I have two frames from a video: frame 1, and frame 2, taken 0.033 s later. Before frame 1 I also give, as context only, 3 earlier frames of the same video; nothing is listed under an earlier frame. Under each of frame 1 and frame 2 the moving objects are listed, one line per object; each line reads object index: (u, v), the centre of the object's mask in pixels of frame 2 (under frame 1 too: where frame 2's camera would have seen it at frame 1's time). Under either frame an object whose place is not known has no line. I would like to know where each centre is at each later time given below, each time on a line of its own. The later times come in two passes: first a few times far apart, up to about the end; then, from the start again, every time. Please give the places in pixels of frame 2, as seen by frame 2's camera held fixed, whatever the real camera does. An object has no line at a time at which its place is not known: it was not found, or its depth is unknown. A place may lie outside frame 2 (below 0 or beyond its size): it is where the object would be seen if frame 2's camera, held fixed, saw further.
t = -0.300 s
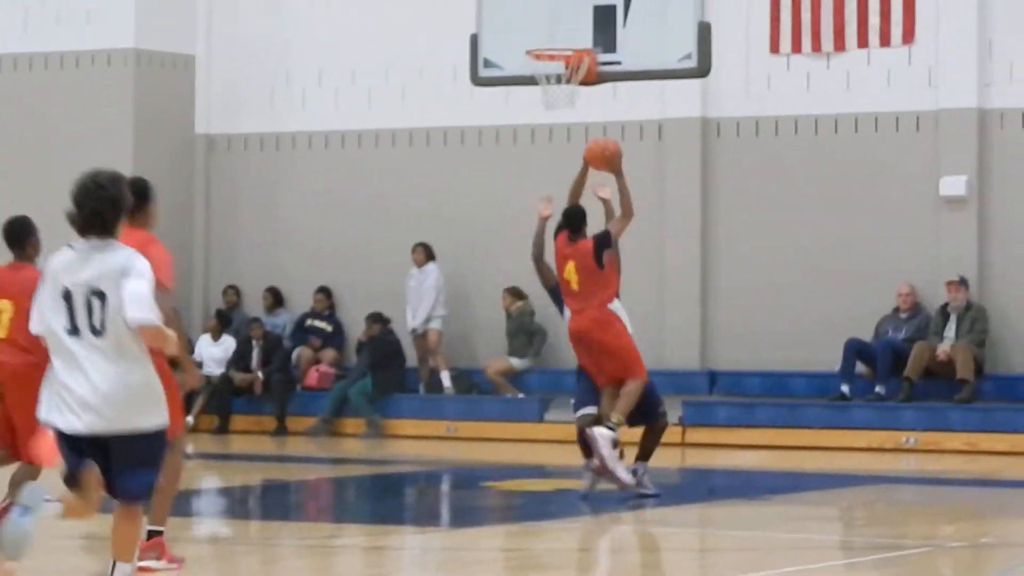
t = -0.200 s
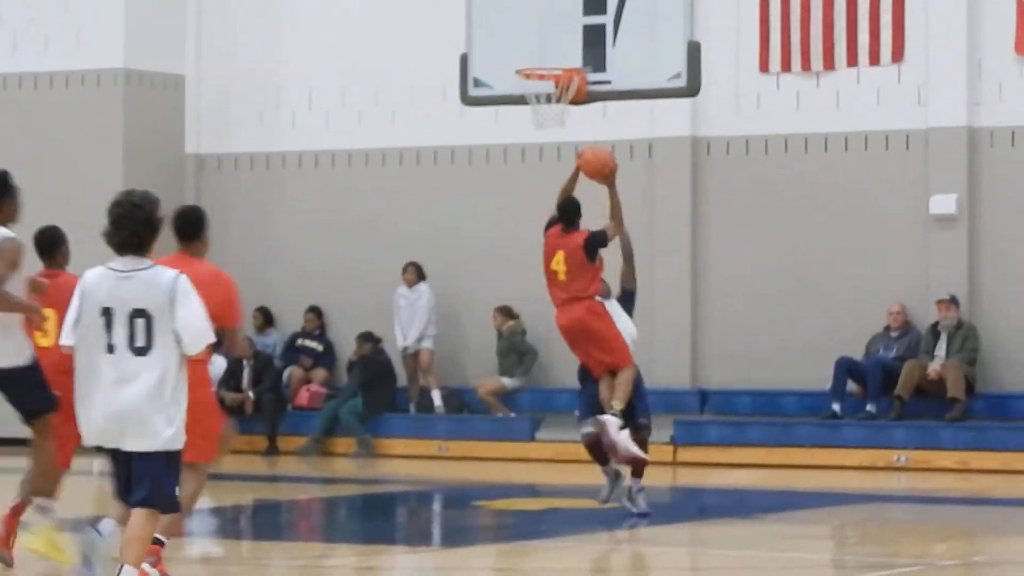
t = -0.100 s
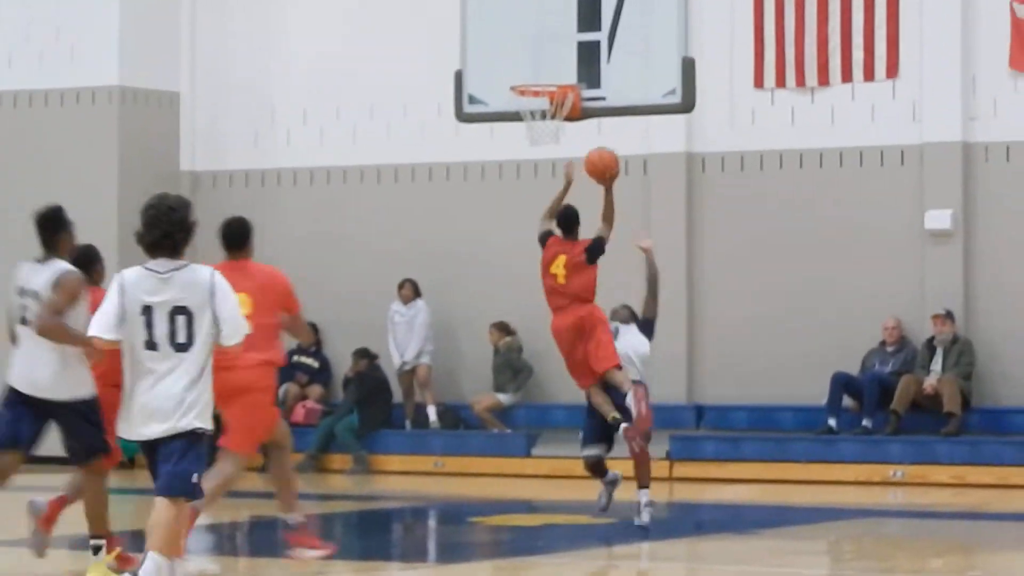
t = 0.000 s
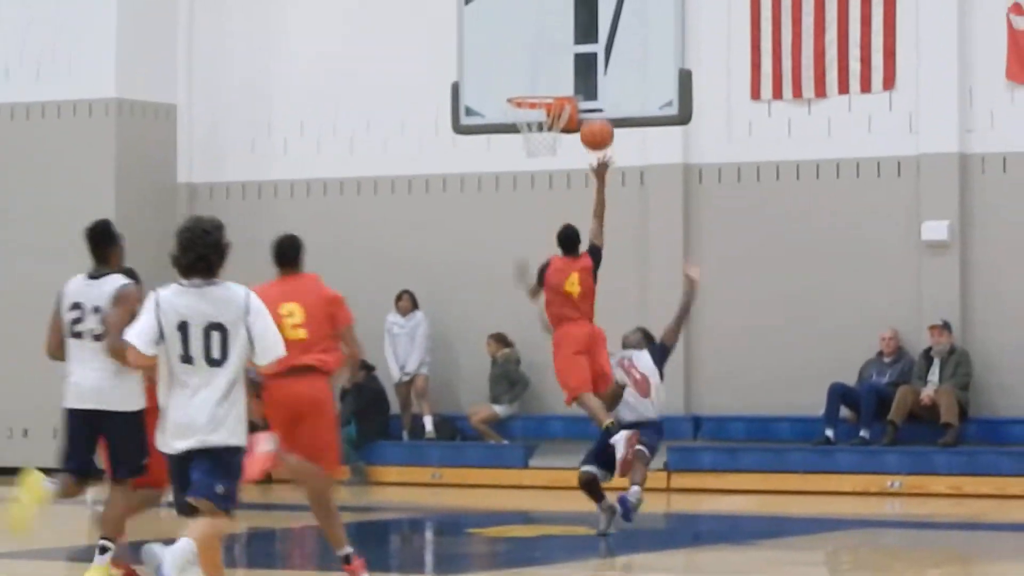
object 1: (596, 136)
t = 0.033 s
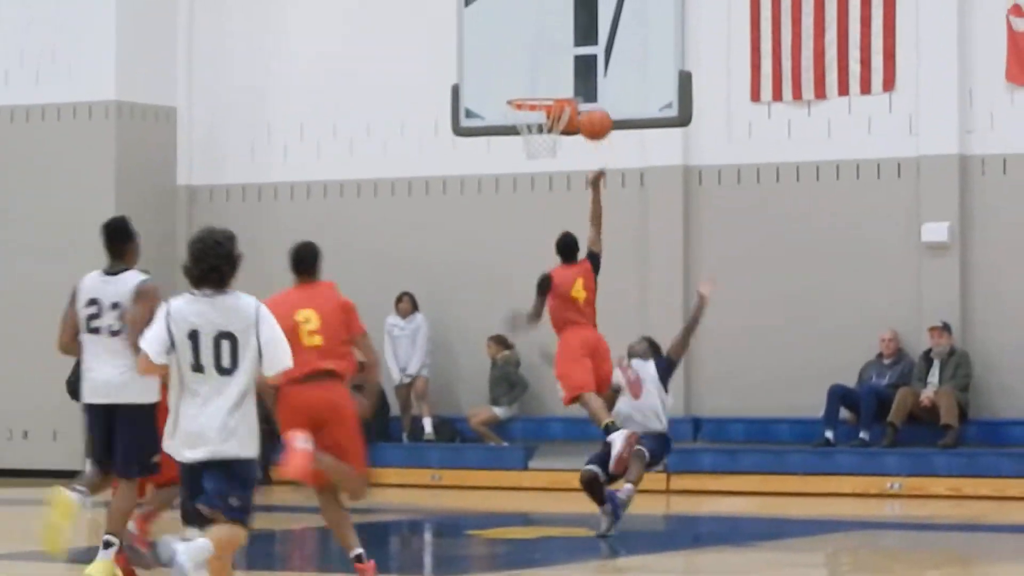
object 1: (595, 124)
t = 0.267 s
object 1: (583, 82)
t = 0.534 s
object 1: (536, 101)
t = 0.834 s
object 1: (548, 136)
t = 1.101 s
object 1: (539, 148)
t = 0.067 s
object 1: (594, 113)
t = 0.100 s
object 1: (591, 103)
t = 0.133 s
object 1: (589, 96)
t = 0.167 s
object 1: (588, 90)
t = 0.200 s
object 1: (586, 85)
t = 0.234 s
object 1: (585, 83)
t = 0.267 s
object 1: (583, 82)
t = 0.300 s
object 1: (576, 80)
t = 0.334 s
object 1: (567, 80)
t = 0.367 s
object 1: (558, 82)
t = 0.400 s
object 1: (549, 85)
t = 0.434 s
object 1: (539, 88)
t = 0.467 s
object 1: (535, 95)
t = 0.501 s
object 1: (535, 96)
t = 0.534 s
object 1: (536, 101)
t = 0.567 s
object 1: (536, 105)
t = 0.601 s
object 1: (537, 107)
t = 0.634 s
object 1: (540, 111)
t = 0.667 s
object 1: (540, 116)
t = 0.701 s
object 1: (548, 120)
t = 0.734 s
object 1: (551, 126)
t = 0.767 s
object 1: (551, 128)
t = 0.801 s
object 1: (548, 132)
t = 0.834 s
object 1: (548, 136)
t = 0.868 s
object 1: (547, 134)
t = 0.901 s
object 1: (546, 133)
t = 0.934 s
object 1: (545, 134)
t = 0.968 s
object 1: (544, 135)
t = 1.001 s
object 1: (543, 137)
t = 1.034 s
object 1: (541, 139)
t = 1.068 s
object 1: (539, 143)
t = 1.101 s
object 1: (539, 148)
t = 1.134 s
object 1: (537, 153)
